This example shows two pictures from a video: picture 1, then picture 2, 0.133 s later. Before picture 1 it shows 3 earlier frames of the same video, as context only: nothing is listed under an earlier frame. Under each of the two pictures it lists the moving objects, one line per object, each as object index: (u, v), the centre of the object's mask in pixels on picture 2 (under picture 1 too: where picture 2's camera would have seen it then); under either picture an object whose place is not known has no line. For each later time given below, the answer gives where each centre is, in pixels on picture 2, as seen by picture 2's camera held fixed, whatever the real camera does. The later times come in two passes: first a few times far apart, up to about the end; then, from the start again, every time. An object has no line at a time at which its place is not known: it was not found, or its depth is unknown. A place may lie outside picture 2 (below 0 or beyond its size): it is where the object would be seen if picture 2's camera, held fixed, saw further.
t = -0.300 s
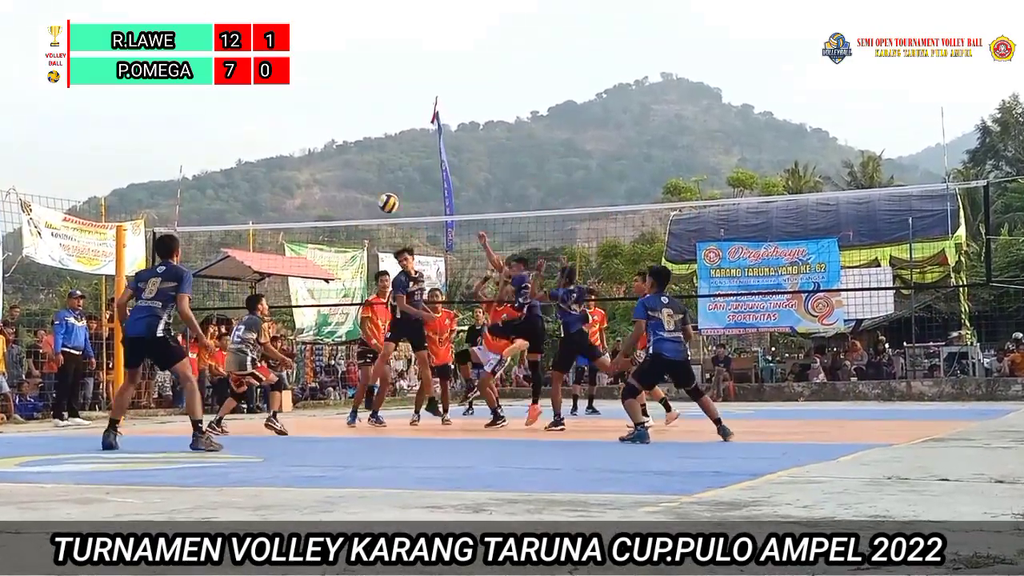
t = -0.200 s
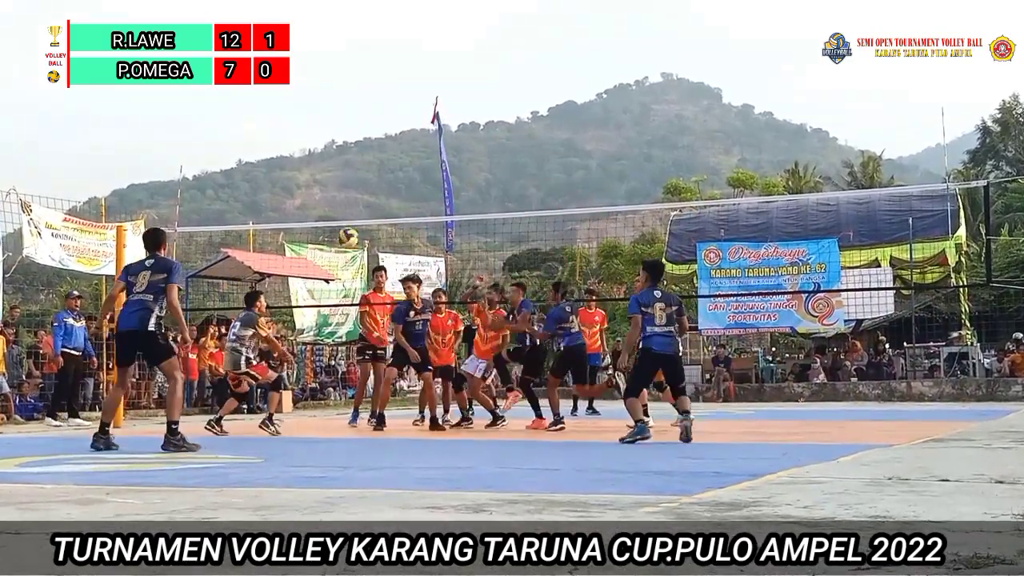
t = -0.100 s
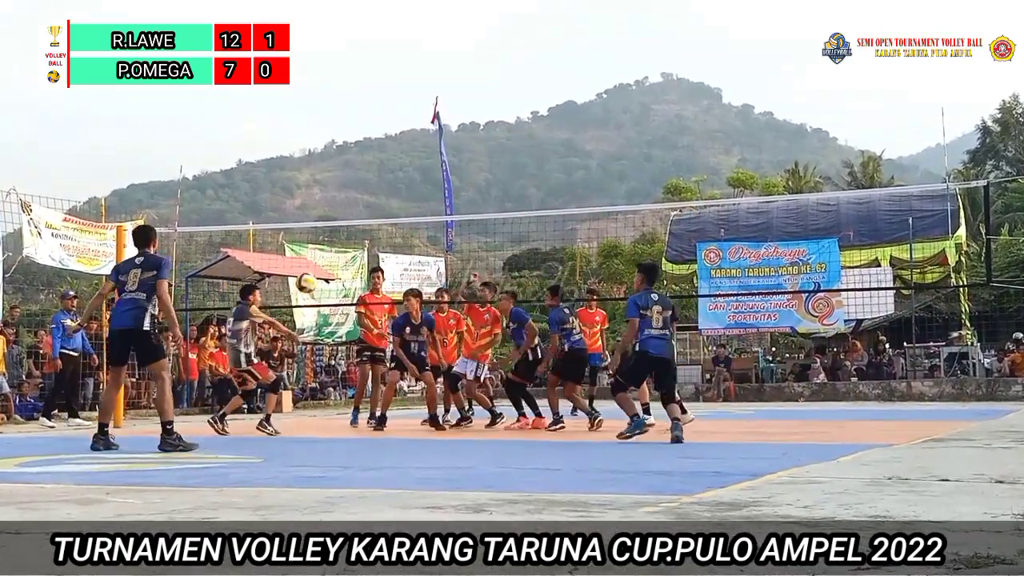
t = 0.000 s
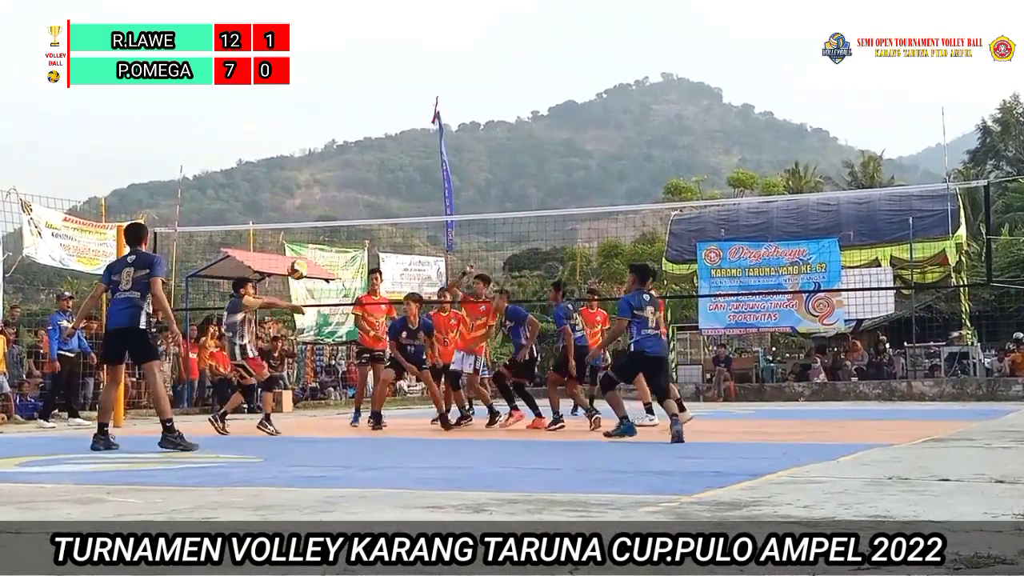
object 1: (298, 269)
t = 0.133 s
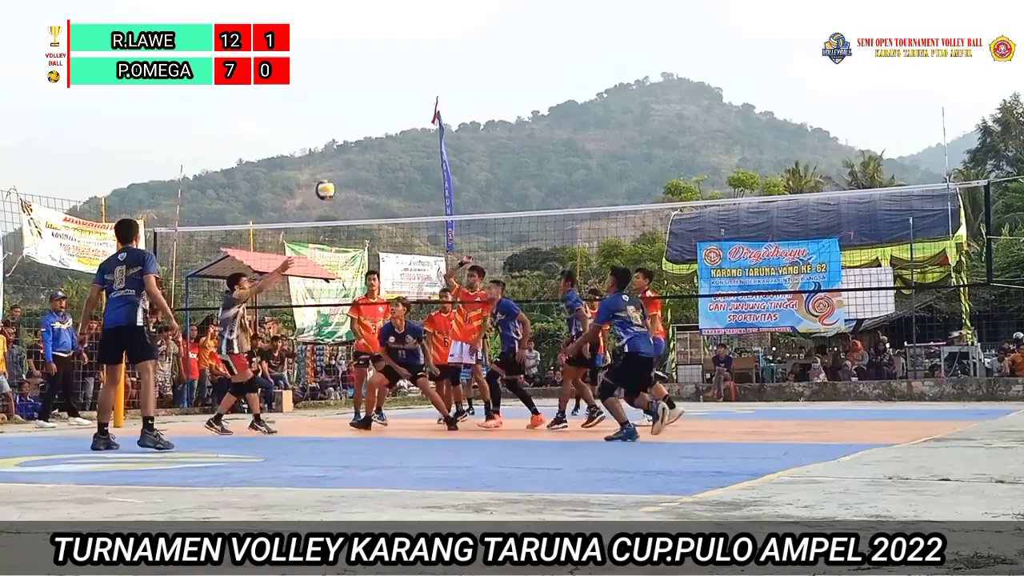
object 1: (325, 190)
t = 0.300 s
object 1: (358, 117)
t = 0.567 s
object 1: (410, 55)
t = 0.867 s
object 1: (468, 69)
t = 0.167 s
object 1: (332, 173)
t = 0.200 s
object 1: (338, 157)
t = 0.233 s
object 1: (345, 143)
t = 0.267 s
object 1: (351, 129)
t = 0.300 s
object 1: (358, 117)
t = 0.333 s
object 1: (364, 105)
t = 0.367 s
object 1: (371, 95)
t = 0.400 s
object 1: (378, 86)
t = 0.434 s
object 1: (384, 78)
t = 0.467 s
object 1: (391, 70)
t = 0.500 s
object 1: (397, 64)
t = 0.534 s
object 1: (404, 59)
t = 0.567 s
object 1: (410, 55)
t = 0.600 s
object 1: (416, 53)
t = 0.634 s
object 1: (423, 50)
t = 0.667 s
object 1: (429, 50)
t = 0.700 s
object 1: (435, 50)
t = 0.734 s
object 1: (442, 52)
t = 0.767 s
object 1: (448, 55)
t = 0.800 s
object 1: (455, 59)
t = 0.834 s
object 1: (461, 64)
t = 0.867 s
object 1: (468, 69)
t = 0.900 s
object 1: (475, 76)
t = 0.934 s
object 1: (481, 85)
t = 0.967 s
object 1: (487, 94)
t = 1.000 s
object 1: (493, 105)
